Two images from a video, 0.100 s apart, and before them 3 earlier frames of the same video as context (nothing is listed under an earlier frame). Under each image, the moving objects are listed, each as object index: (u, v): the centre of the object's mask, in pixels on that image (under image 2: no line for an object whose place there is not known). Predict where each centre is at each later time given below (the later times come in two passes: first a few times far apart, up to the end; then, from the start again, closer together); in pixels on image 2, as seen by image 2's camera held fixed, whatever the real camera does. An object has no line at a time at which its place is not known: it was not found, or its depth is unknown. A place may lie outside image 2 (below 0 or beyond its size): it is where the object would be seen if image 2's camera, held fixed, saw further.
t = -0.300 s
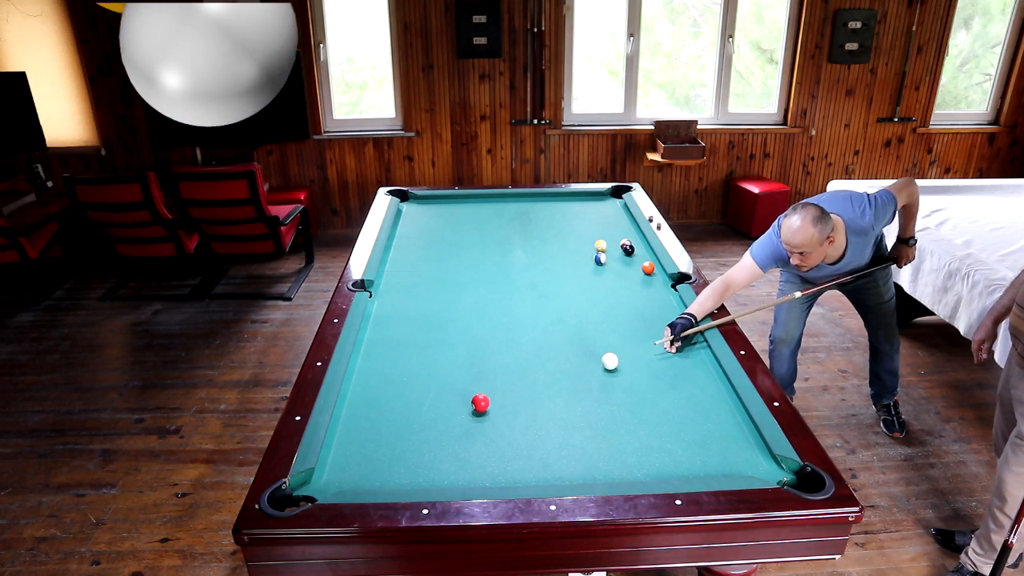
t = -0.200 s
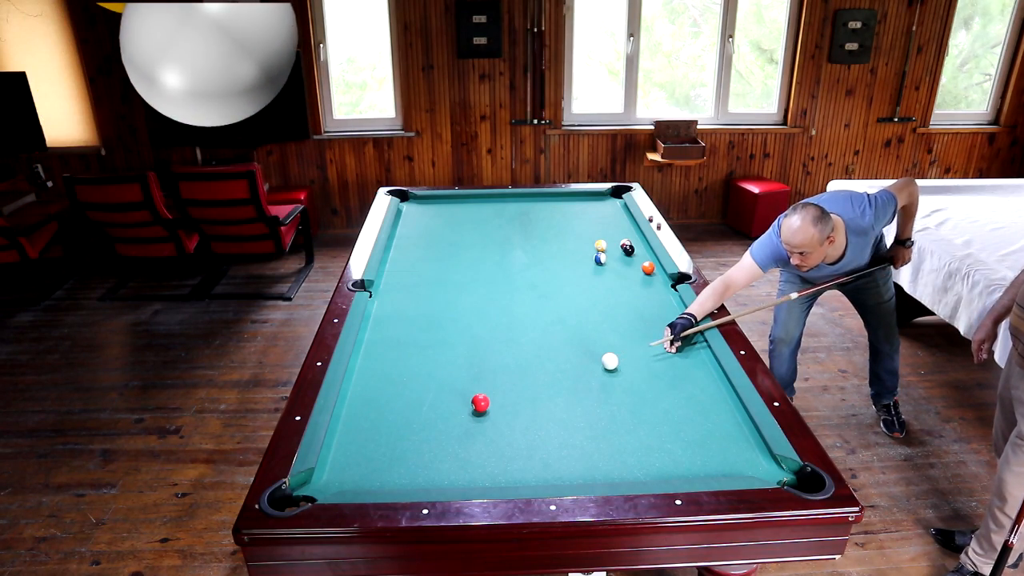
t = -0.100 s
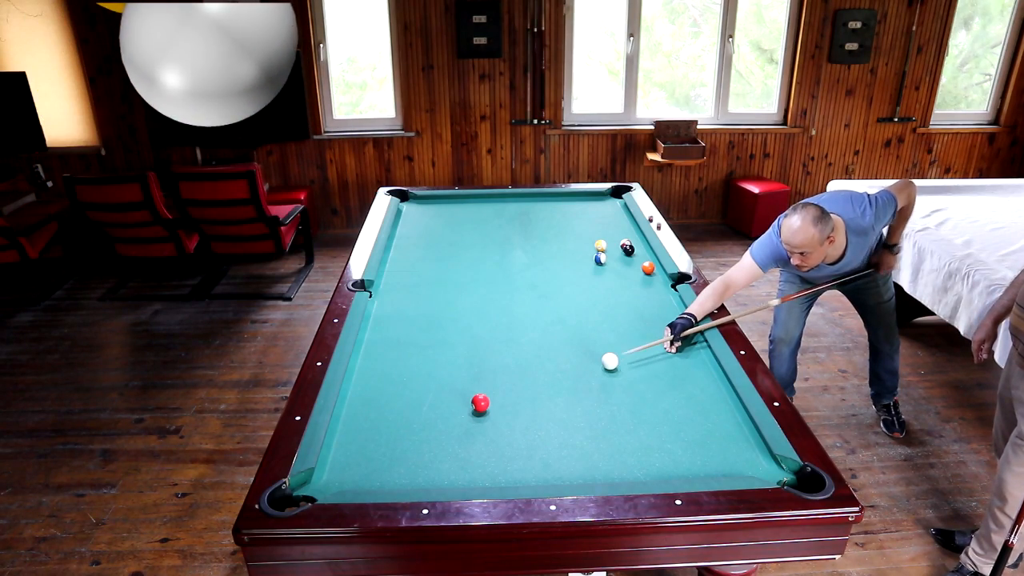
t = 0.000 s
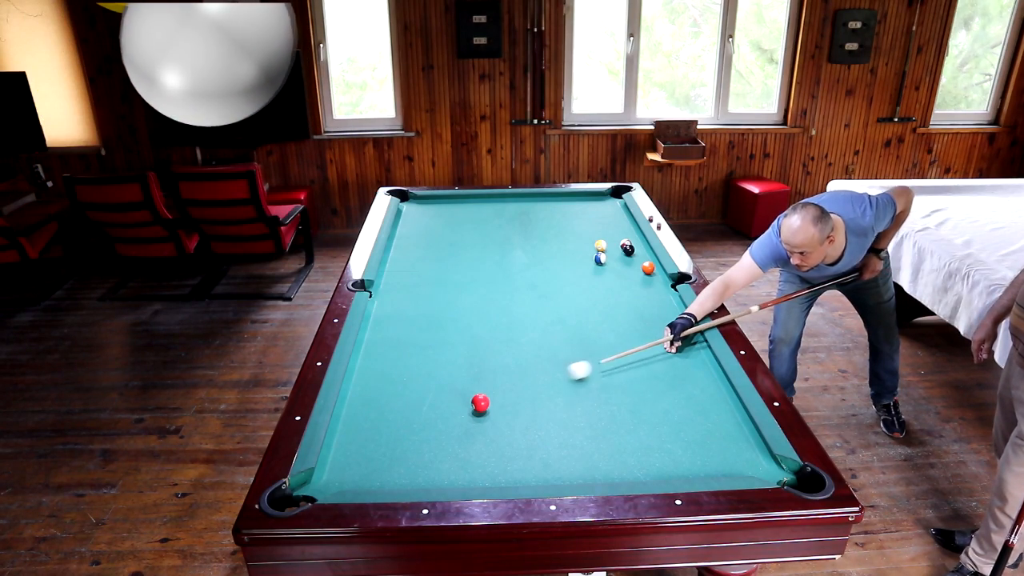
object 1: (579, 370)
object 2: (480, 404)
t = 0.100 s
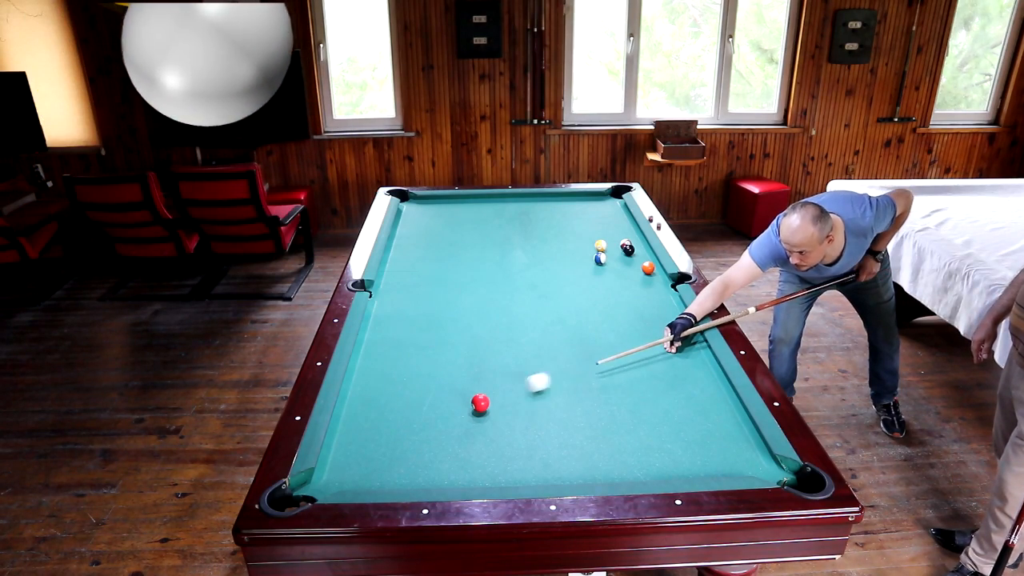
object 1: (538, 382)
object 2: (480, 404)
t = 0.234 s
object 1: (490, 394)
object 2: (471, 408)
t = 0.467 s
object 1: (449, 390)
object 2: (408, 443)
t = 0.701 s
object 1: (407, 388)
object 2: (344, 477)
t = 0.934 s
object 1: (367, 385)
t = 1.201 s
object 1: (368, 382)
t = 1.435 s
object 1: (392, 380)
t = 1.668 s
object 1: (415, 377)
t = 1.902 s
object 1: (437, 375)
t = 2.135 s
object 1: (458, 372)
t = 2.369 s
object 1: (478, 370)
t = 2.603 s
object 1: (497, 368)
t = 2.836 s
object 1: (515, 366)
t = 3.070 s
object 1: (531, 364)
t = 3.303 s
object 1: (547, 361)
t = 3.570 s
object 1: (563, 359)
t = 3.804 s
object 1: (576, 357)
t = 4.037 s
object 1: (588, 355)
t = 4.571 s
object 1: (616, 346)
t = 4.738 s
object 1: (620, 351)
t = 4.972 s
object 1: (628, 349)
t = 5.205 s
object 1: (636, 348)
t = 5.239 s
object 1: (637, 348)
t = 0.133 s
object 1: (524, 387)
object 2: (480, 403)
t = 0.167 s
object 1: (509, 391)
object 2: (480, 403)
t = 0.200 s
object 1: (496, 394)
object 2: (480, 403)
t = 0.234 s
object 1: (490, 394)
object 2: (471, 408)
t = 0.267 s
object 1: (485, 393)
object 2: (460, 414)
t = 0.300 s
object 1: (480, 392)
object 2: (450, 419)
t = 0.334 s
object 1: (474, 391)
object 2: (442, 424)
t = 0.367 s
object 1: (467, 391)
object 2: (433, 429)
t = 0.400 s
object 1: (461, 391)
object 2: (425, 433)
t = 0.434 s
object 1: (455, 390)
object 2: (416, 438)
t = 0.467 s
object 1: (449, 390)
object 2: (408, 443)
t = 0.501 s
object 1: (443, 390)
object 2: (399, 447)
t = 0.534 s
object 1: (437, 389)
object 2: (390, 452)
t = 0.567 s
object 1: (431, 389)
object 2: (381, 457)
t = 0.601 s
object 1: (425, 389)
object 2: (372, 462)
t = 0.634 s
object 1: (419, 389)
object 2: (363, 467)
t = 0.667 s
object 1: (413, 388)
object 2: (353, 472)
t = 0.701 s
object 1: (407, 388)
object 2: (344, 477)
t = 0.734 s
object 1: (401, 387)
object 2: (334, 481)
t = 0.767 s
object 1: (395, 387)
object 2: (324, 486)
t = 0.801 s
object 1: (389, 387)
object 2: (314, 492)
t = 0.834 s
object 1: (384, 386)
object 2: (305, 497)
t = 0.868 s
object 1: (378, 386)
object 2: (295, 505)
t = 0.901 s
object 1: (373, 386)
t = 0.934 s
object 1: (367, 385)
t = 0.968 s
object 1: (361, 385)
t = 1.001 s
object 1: (356, 384)
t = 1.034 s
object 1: (351, 384)
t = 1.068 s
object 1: (354, 384)
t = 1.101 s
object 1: (357, 383)
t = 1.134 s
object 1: (361, 383)
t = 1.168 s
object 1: (365, 383)
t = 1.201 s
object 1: (368, 382)
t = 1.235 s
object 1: (372, 382)
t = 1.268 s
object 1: (375, 381)
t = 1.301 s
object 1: (378, 381)
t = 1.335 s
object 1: (382, 381)
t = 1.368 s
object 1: (386, 380)
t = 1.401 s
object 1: (389, 380)
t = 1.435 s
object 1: (392, 380)
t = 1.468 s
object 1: (396, 379)
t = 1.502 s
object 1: (399, 379)
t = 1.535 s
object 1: (402, 379)
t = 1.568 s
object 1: (406, 378)
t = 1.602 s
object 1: (409, 378)
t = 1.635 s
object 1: (412, 378)
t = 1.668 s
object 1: (415, 377)
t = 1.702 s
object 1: (419, 377)
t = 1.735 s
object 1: (422, 376)
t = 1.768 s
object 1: (425, 376)
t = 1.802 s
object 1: (428, 376)
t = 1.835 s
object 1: (431, 375)
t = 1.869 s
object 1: (434, 375)
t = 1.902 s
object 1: (437, 375)
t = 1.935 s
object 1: (440, 374)
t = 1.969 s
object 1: (444, 374)
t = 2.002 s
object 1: (447, 374)
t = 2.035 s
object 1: (450, 373)
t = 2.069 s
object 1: (453, 373)
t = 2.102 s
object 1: (456, 372)
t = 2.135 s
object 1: (458, 372)
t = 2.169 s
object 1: (461, 372)
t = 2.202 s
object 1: (464, 372)
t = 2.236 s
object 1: (467, 371)
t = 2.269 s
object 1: (470, 371)
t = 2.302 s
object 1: (473, 371)
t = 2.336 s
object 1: (476, 370)
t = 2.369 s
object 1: (478, 370)
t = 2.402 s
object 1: (481, 370)
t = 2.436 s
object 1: (484, 369)
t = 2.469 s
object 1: (487, 369)
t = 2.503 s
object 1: (489, 369)
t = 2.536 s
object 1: (492, 368)
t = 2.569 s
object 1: (494, 368)
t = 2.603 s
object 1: (497, 368)
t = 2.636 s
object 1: (500, 367)
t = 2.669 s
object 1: (502, 367)
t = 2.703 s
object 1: (505, 367)
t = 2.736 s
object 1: (507, 366)
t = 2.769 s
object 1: (510, 366)
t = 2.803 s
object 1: (512, 366)
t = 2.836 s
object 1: (515, 366)
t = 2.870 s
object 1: (517, 365)
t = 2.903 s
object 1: (520, 365)
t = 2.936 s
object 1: (522, 365)
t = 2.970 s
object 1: (524, 364)
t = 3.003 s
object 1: (527, 364)
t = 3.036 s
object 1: (529, 364)
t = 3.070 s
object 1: (531, 364)
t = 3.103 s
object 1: (534, 363)
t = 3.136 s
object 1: (536, 363)
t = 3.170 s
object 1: (538, 362)
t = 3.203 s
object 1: (540, 362)
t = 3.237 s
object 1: (542, 362)
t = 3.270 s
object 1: (545, 361)
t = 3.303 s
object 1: (547, 361)
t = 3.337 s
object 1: (549, 361)
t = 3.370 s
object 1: (551, 361)
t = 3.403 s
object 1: (553, 361)
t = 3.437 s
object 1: (555, 360)
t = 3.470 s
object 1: (557, 360)
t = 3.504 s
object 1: (559, 360)
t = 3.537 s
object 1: (561, 360)
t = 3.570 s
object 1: (563, 359)
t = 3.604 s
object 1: (565, 359)
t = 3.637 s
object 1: (567, 359)
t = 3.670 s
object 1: (569, 358)
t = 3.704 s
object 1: (571, 358)
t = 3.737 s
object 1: (573, 357)
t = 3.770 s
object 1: (575, 358)
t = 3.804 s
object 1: (576, 357)
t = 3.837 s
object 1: (578, 357)
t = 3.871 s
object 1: (580, 357)
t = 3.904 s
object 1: (582, 356)
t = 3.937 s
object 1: (584, 356)
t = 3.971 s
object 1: (585, 356)
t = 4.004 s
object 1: (587, 356)
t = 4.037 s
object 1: (588, 355)
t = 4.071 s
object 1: (588, 351)
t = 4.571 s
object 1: (616, 346)
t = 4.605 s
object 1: (616, 348)
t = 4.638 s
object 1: (617, 350)
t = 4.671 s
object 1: (617, 351)
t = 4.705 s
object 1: (618, 351)
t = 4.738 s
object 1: (620, 351)
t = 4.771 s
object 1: (621, 350)
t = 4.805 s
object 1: (622, 350)
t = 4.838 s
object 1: (623, 350)
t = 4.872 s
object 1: (625, 350)
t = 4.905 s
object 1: (626, 350)
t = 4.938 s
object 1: (627, 349)
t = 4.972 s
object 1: (628, 349)
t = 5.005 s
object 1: (629, 349)
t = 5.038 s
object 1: (630, 349)
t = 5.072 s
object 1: (631, 349)
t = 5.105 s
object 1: (632, 349)
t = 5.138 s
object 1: (634, 348)
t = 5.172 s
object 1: (635, 348)
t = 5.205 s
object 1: (636, 348)
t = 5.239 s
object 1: (637, 348)
